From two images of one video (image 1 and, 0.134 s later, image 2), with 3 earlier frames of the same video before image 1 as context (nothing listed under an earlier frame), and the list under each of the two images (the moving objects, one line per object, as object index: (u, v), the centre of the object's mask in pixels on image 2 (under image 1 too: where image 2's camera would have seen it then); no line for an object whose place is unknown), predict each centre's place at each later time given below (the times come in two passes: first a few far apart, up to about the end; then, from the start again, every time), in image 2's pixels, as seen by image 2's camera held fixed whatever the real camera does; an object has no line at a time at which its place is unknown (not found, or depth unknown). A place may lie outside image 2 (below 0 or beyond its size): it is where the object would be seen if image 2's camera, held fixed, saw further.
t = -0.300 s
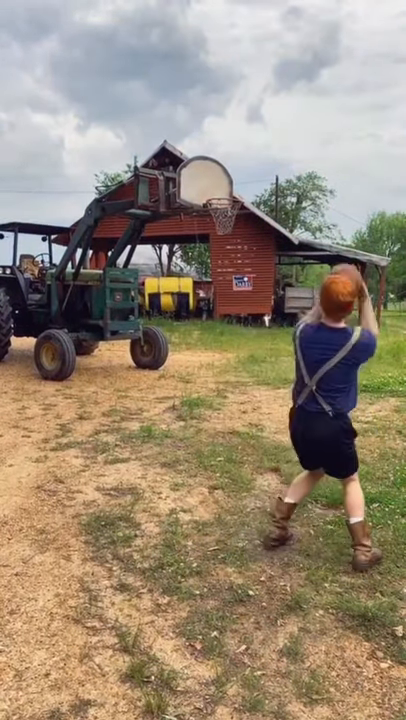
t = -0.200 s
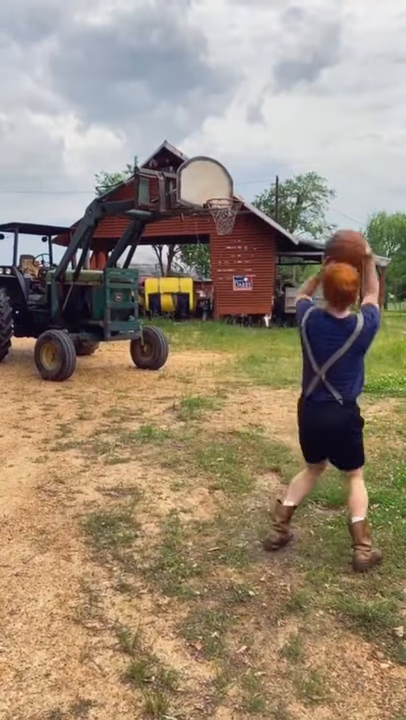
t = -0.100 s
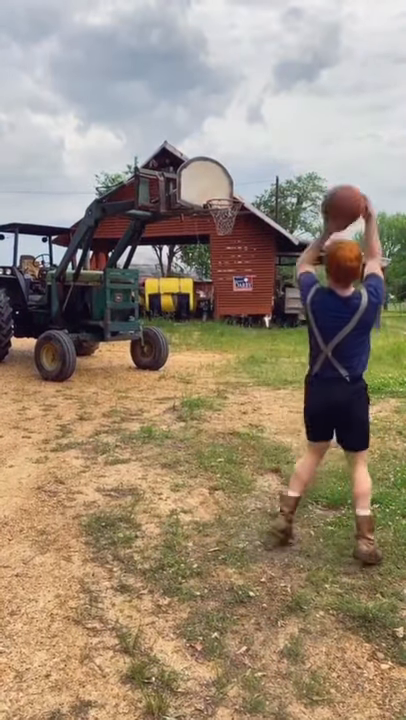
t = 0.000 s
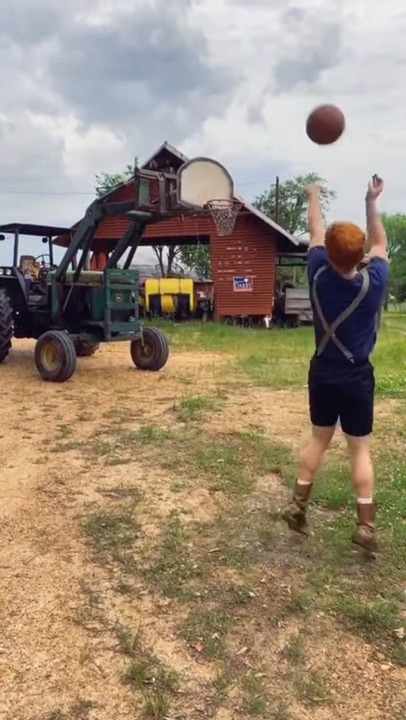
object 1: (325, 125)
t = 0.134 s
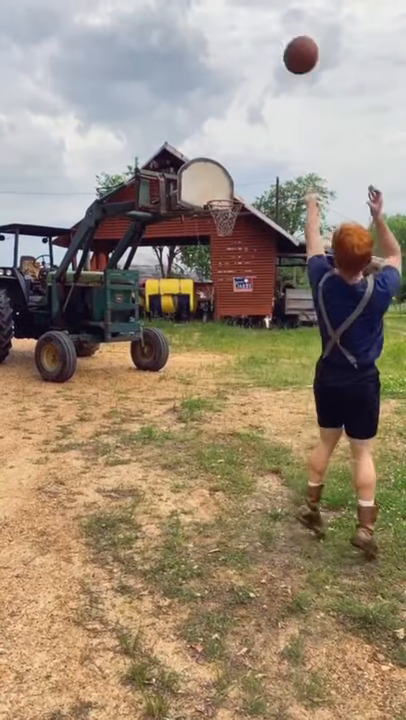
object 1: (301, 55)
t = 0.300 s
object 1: (277, 21)
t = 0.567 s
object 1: (252, 44)
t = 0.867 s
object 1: (234, 133)
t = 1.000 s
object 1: (229, 185)
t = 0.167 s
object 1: (295, 44)
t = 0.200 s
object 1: (290, 36)
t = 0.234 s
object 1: (285, 29)
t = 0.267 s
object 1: (281, 24)
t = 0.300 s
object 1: (277, 21)
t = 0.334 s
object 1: (273, 20)
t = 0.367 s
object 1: (269, 20)
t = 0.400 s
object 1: (266, 21)
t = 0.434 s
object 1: (263, 23)
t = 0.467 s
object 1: (260, 27)
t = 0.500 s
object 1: (257, 31)
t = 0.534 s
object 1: (254, 37)
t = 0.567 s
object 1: (252, 44)
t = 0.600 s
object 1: (249, 51)
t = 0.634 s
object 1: (247, 59)
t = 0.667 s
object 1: (245, 68)
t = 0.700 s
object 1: (243, 78)
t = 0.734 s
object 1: (241, 88)
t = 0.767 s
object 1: (239, 99)
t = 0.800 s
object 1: (238, 110)
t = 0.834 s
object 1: (236, 121)
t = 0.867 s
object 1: (234, 133)
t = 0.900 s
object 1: (233, 146)
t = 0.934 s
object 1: (232, 158)
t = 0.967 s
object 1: (230, 171)
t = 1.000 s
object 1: (229, 185)
